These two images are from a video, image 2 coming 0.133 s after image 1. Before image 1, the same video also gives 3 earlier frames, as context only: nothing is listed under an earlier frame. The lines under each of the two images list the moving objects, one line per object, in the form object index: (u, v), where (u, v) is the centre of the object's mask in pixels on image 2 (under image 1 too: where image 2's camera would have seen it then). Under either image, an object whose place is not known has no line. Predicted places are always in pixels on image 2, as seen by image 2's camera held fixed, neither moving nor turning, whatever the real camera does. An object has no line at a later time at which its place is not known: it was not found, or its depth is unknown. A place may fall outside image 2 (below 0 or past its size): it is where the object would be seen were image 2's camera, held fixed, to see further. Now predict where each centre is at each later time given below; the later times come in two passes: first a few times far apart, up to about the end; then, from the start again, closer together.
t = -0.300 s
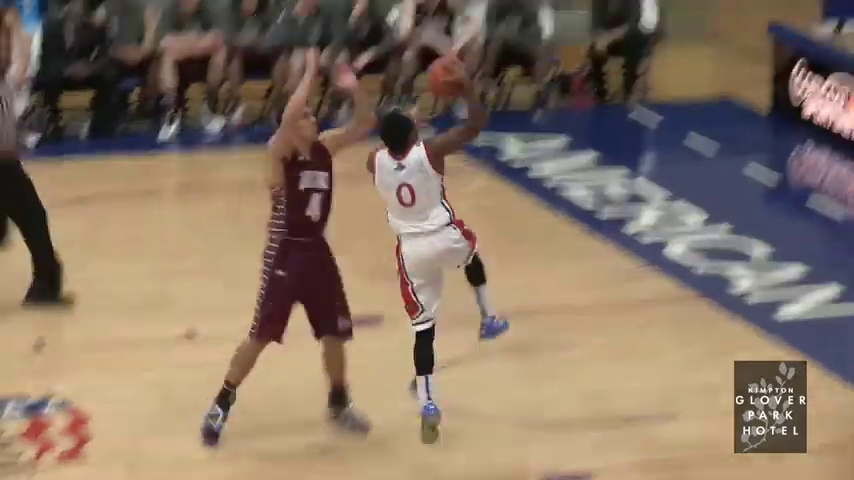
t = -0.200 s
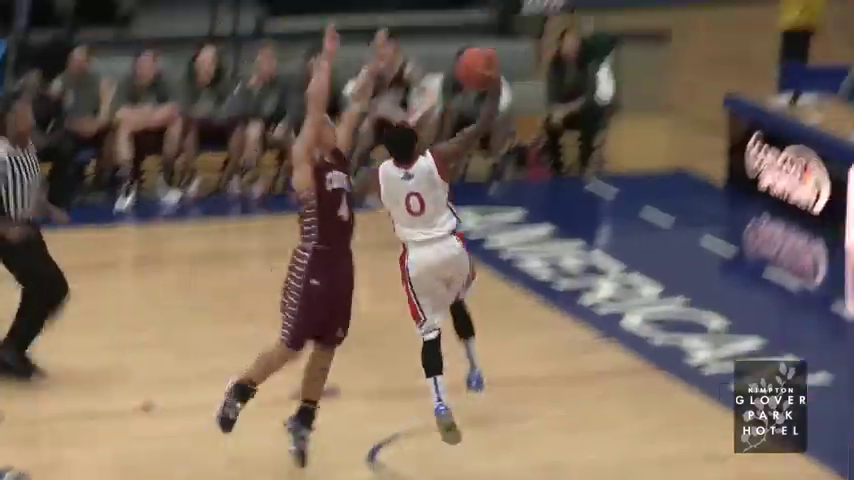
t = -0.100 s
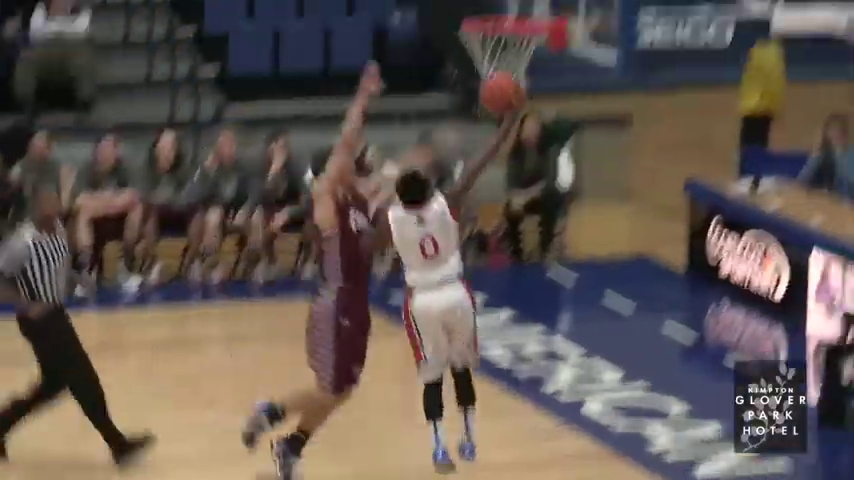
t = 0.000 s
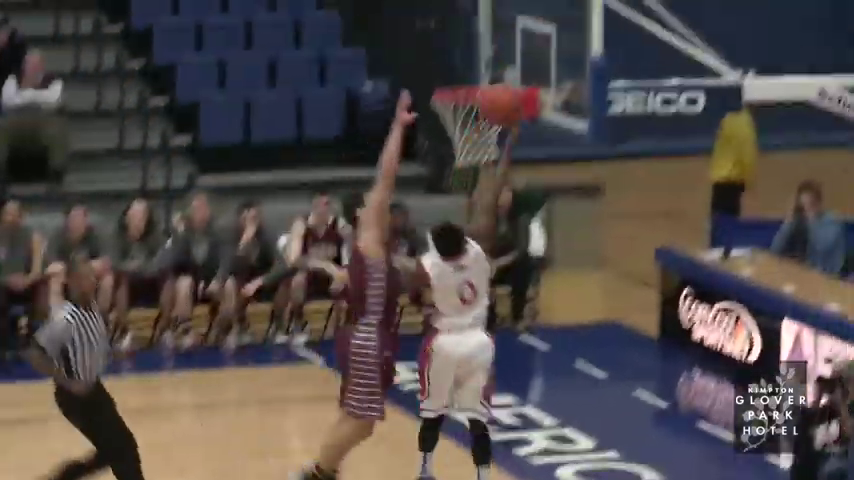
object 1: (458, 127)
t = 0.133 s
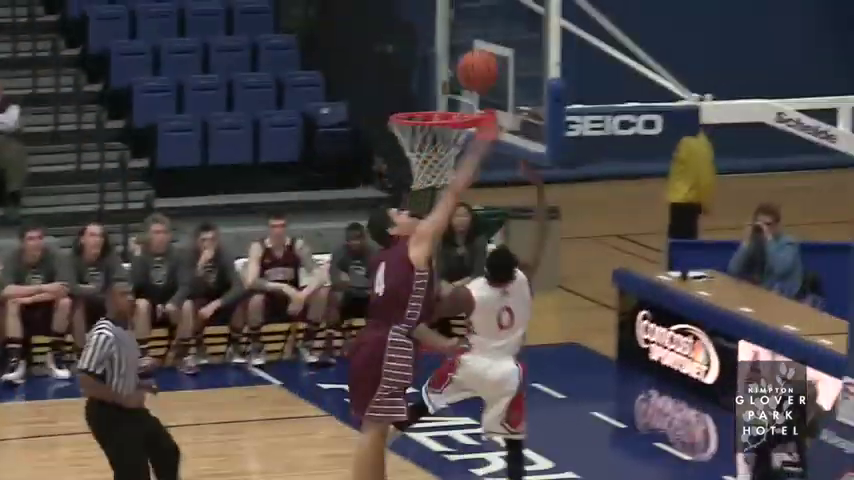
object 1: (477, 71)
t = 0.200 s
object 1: (485, 55)
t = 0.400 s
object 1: (464, 48)
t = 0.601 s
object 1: (414, 103)
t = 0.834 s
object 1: (459, 151)
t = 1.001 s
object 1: (444, 163)
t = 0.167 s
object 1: (482, 62)
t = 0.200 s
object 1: (485, 55)
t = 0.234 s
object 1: (490, 50)
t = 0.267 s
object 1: (494, 48)
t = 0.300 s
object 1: (489, 45)
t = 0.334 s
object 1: (481, 43)
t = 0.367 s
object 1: (472, 45)
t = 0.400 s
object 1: (464, 48)
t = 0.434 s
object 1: (456, 52)
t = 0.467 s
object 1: (448, 59)
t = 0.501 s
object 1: (439, 67)
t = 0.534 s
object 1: (430, 78)
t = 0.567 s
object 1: (421, 89)
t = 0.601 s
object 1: (414, 103)
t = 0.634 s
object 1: (412, 113)
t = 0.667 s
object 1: (422, 119)
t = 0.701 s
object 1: (430, 129)
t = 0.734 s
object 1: (438, 139)
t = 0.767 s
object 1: (448, 142)
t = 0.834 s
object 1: (459, 151)
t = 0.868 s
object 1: (459, 151)
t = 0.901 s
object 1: (456, 154)
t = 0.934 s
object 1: (451, 156)
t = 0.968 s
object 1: (448, 160)
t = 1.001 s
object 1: (444, 163)
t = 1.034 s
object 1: (440, 170)
